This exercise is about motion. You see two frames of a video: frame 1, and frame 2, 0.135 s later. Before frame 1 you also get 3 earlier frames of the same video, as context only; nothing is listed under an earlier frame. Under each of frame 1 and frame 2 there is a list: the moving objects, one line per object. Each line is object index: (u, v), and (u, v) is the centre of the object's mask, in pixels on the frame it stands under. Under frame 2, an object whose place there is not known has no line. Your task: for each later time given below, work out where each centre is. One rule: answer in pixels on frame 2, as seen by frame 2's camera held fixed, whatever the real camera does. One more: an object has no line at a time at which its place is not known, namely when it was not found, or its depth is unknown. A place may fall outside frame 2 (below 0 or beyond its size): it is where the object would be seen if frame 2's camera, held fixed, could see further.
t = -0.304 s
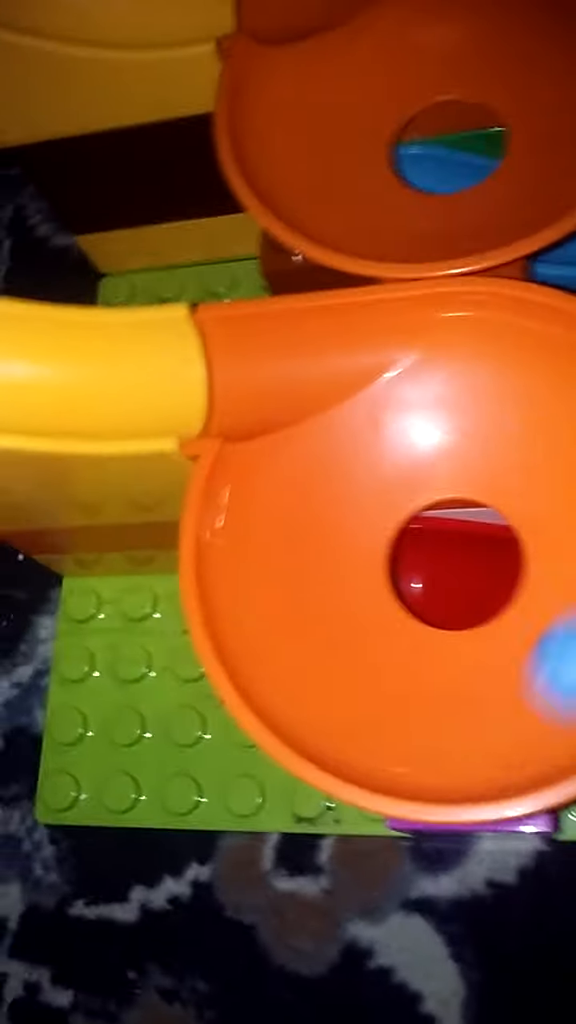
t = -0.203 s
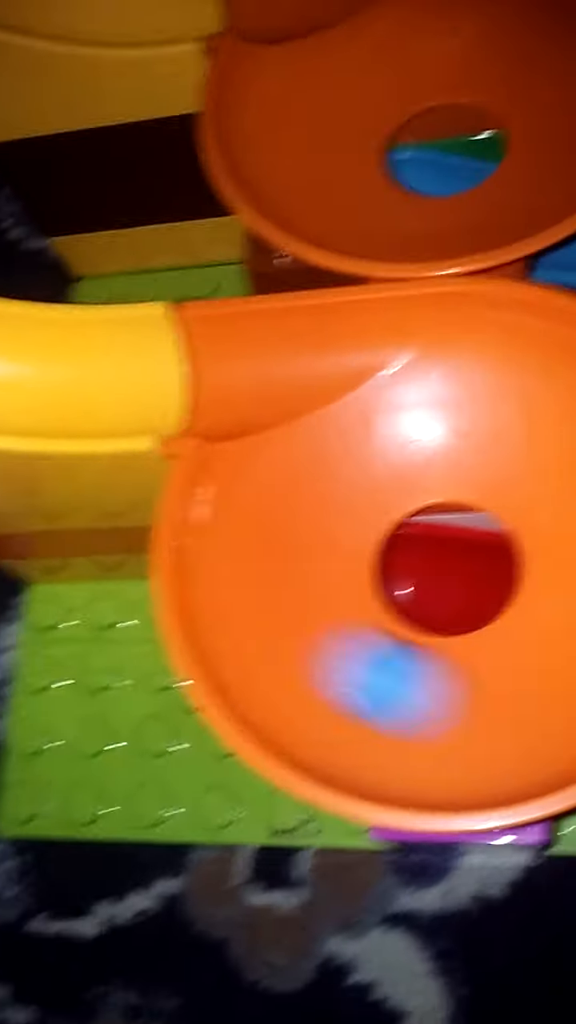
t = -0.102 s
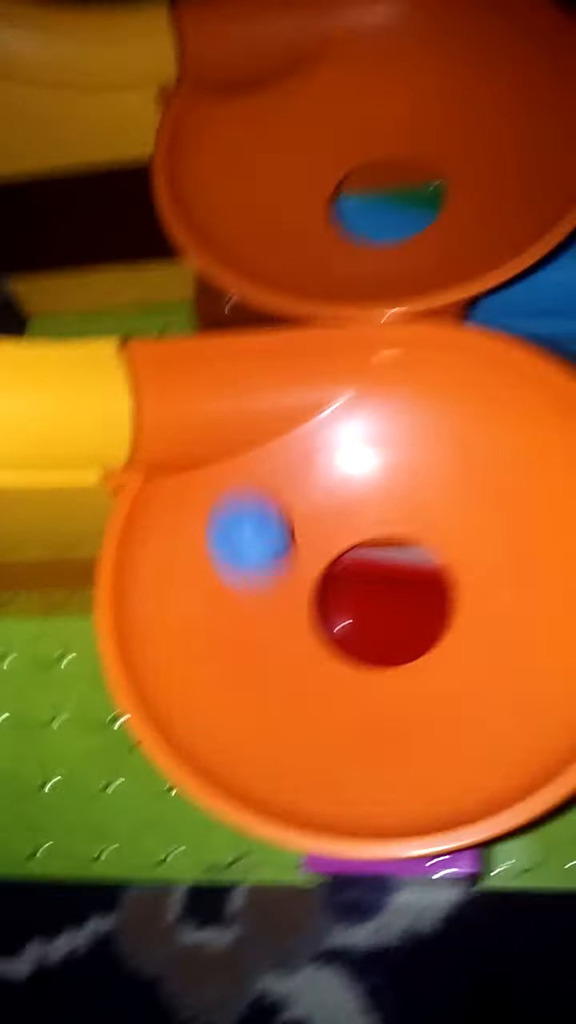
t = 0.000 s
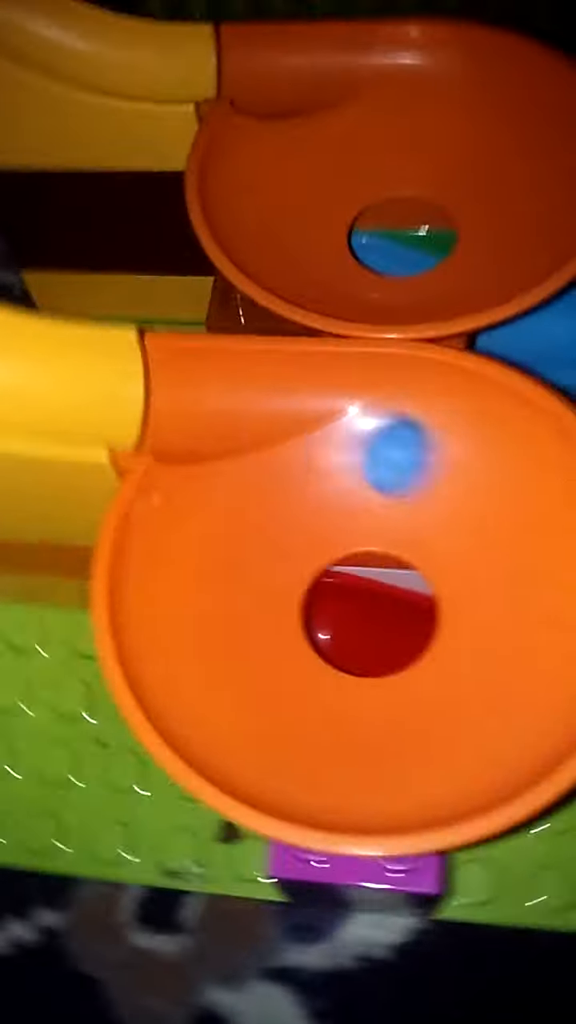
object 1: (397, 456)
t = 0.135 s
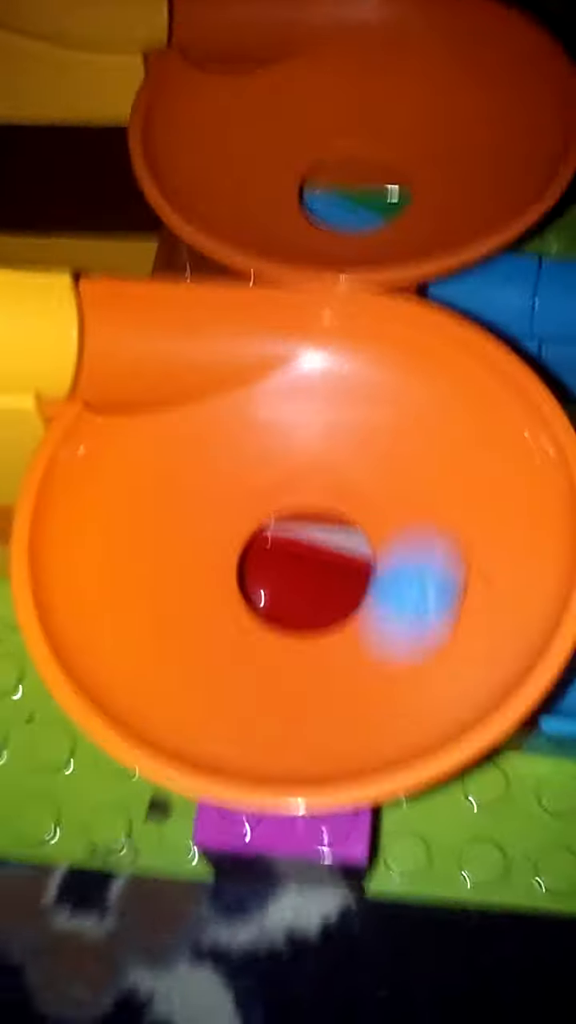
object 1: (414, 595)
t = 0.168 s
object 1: (380, 651)
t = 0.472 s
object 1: (299, 439)
